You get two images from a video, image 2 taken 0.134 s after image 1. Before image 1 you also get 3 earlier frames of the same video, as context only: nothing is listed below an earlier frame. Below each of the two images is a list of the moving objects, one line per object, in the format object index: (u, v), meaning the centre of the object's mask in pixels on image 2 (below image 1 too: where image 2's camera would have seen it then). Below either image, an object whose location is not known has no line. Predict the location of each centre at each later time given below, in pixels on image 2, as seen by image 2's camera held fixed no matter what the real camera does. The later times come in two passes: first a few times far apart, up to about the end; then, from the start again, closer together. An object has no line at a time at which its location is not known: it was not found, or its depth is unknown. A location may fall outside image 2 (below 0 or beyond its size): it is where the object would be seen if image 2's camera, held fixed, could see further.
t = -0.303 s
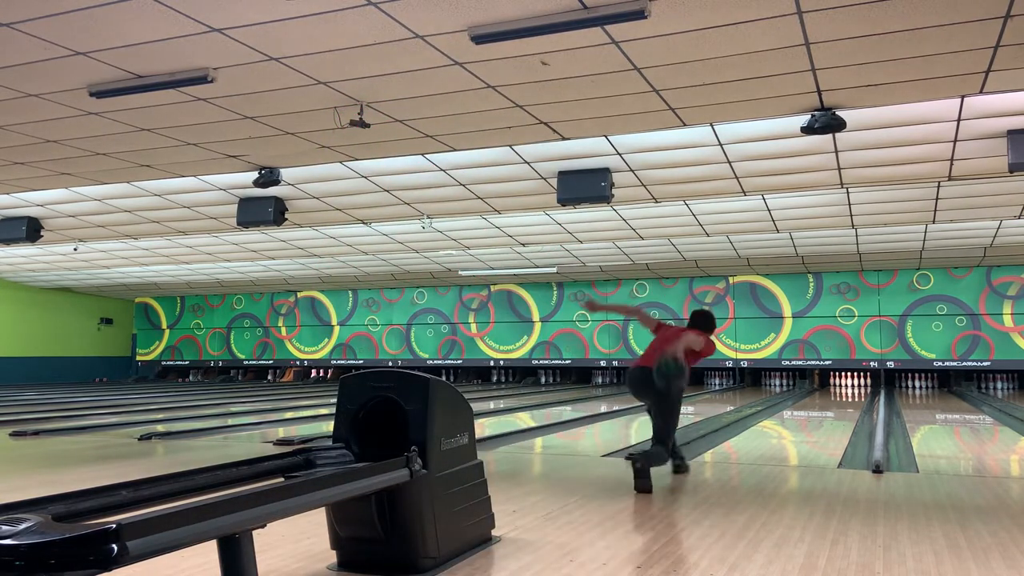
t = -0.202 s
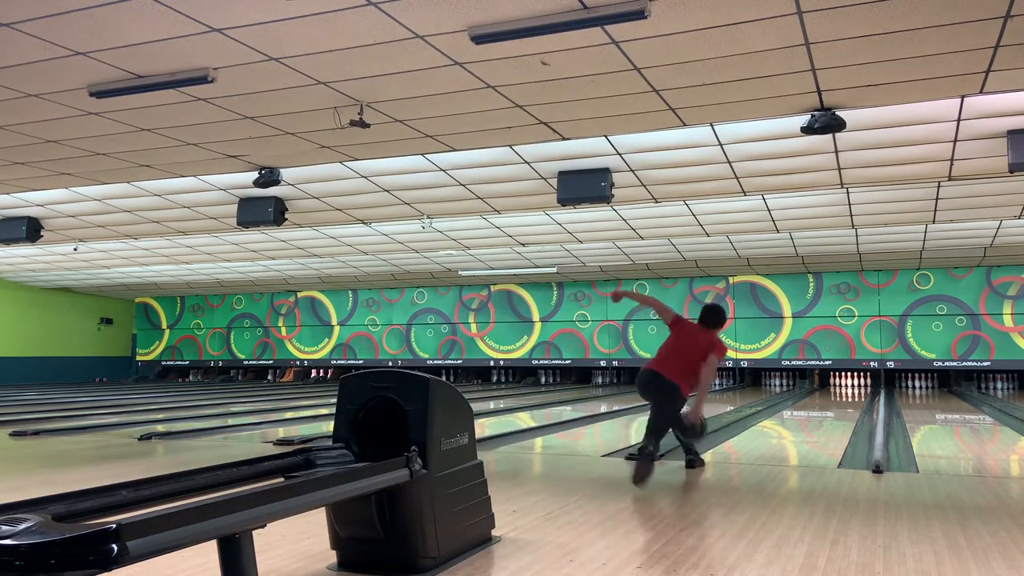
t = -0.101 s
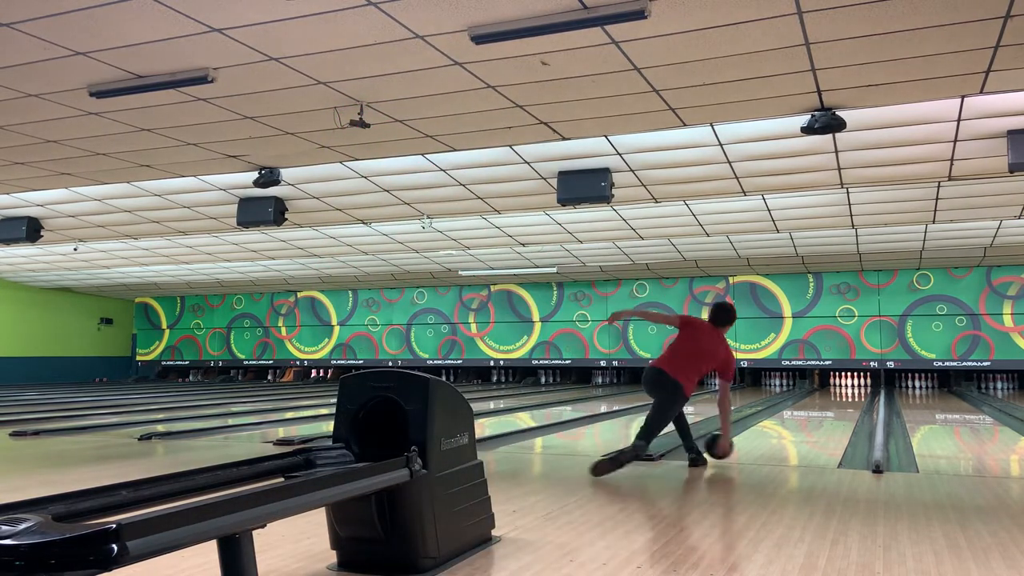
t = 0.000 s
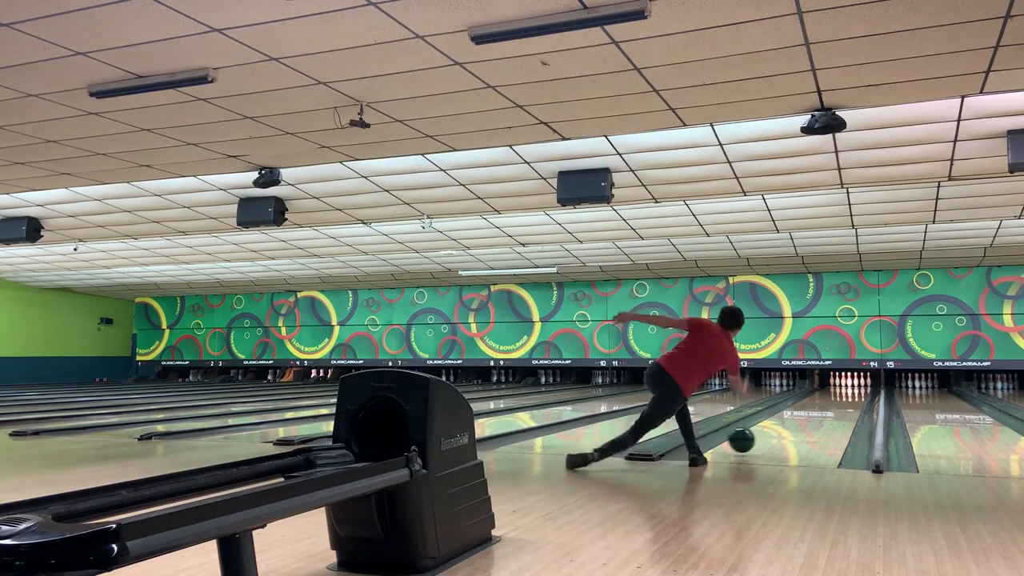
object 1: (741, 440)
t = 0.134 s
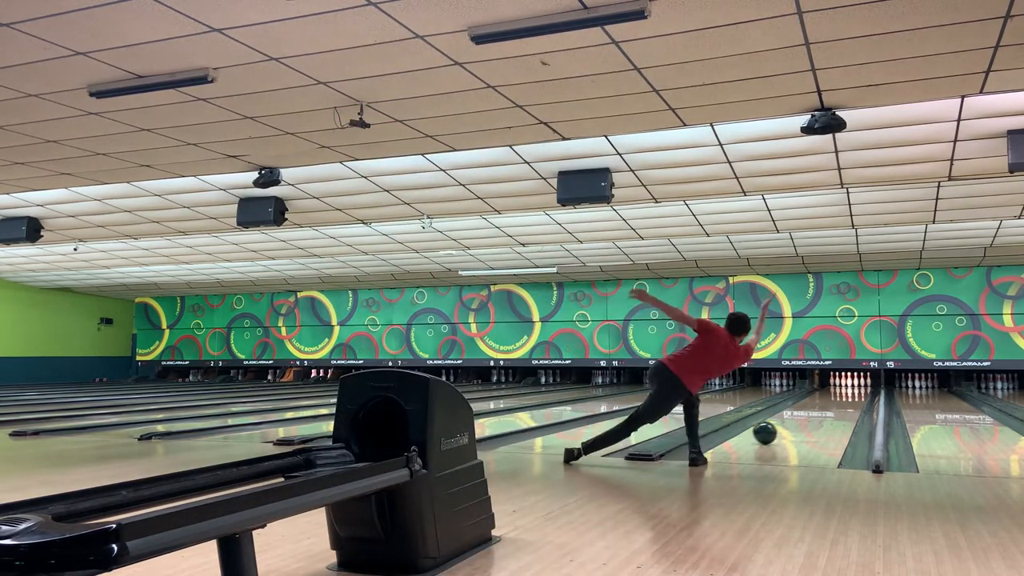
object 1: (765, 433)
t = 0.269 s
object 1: (783, 425)
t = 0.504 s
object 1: (808, 415)
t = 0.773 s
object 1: (828, 407)
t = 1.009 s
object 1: (841, 401)
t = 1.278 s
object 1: (853, 395)
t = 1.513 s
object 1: (859, 392)
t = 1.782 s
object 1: (863, 389)
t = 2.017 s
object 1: (862, 387)
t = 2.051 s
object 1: (861, 387)
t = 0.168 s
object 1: (770, 430)
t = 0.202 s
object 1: (775, 428)
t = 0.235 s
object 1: (779, 426)
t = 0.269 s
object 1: (783, 425)
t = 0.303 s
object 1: (787, 423)
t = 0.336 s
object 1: (791, 421)
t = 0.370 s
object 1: (795, 420)
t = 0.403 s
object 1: (799, 418)
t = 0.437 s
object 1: (802, 417)
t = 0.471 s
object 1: (805, 416)
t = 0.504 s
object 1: (808, 415)
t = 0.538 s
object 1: (811, 413)
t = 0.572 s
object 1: (814, 412)
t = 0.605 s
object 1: (817, 411)
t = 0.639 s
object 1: (819, 410)
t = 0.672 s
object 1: (822, 409)
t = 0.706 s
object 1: (824, 408)
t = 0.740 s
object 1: (826, 407)
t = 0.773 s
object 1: (828, 407)
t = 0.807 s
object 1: (831, 405)
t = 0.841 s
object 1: (832, 405)
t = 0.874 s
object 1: (835, 403)
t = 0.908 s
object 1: (836, 403)
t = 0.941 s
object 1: (838, 402)
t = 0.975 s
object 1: (839, 402)
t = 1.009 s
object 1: (841, 401)
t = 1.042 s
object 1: (843, 400)
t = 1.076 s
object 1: (844, 399)
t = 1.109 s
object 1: (846, 399)
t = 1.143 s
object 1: (847, 398)
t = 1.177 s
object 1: (850, 397)
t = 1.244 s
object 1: (852, 396)
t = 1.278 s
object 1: (853, 395)
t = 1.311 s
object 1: (854, 395)
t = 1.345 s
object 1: (856, 394)
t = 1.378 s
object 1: (857, 394)
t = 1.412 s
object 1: (858, 393)
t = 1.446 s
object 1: (858, 393)
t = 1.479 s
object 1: (859, 392)
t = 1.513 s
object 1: (859, 392)
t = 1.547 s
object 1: (860, 392)
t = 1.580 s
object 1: (861, 391)
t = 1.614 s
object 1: (861, 391)
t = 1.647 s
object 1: (862, 390)
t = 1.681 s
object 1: (863, 389)
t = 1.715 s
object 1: (863, 389)
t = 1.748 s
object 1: (864, 389)
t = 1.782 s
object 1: (863, 389)
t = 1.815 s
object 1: (863, 388)
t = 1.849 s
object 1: (863, 388)
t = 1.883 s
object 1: (863, 388)
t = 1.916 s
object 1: (863, 388)
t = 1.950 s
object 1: (862, 388)
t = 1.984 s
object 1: (862, 387)
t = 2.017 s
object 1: (862, 387)
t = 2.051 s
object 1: (861, 387)
